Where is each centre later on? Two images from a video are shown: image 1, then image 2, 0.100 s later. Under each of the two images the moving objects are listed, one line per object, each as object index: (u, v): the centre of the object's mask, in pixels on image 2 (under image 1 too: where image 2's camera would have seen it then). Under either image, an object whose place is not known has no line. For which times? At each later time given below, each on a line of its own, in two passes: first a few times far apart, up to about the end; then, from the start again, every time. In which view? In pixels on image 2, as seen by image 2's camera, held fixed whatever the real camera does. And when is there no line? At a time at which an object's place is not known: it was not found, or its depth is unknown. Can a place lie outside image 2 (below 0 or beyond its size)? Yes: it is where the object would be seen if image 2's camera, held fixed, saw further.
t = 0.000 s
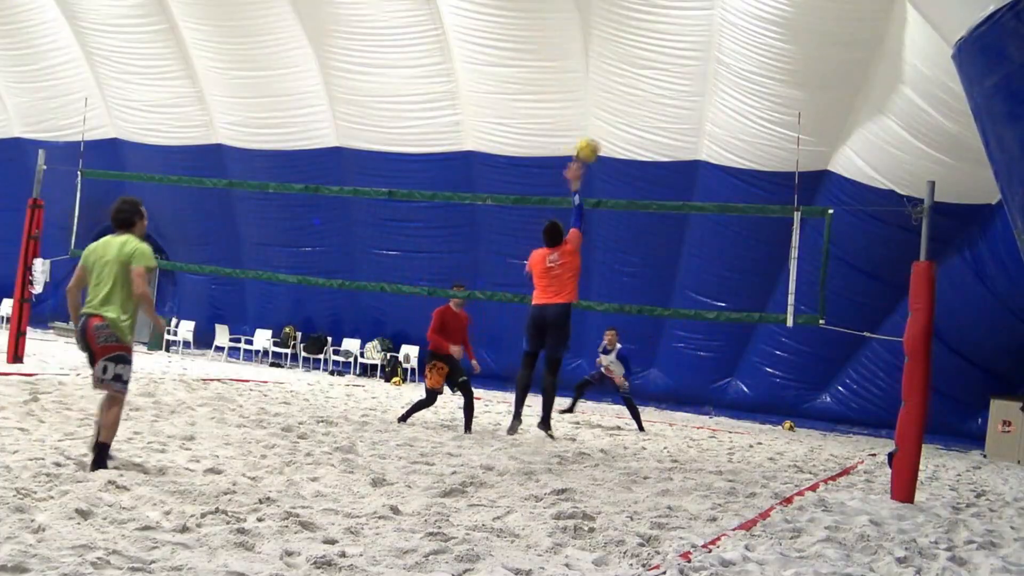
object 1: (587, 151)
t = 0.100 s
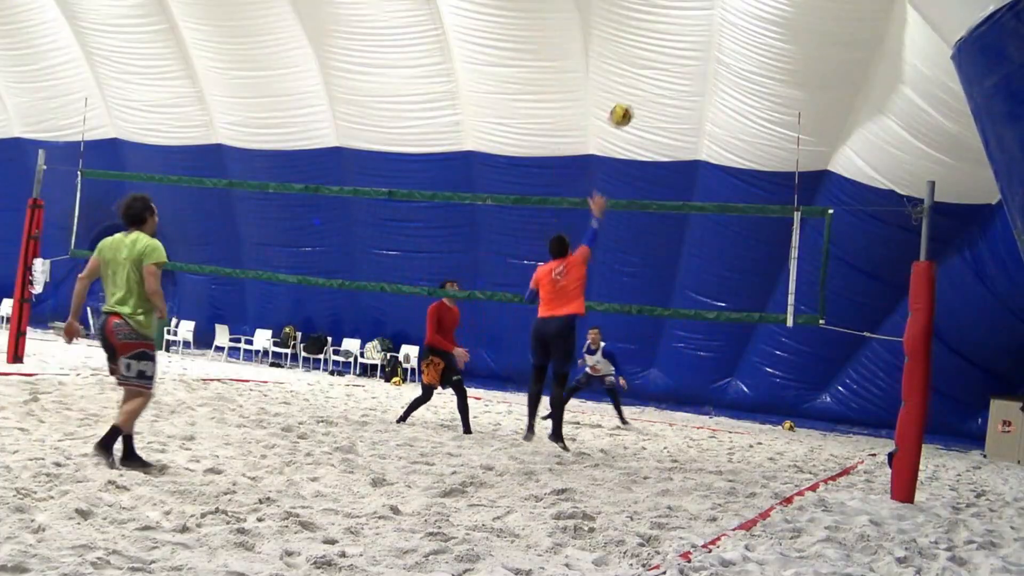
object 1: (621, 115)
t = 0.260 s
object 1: (667, 88)
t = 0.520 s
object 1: (722, 102)
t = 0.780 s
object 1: (762, 170)
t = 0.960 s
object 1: (781, 242)
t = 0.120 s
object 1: (627, 110)
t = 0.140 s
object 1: (633, 105)
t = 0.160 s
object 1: (639, 101)
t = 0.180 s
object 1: (645, 98)
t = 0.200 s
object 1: (651, 94)
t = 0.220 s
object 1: (656, 92)
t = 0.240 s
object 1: (661, 90)
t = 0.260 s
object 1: (667, 88)
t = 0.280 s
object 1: (671, 87)
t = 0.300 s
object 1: (676, 86)
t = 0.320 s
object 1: (681, 85)
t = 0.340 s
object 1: (685, 86)
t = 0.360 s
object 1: (690, 86)
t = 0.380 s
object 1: (695, 87)
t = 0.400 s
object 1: (699, 88)
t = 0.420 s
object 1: (703, 89)
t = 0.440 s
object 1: (707, 91)
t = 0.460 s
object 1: (711, 94)
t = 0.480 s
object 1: (715, 96)
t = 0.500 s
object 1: (718, 99)
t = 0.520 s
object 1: (722, 102)
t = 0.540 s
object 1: (726, 106)
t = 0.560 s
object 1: (729, 110)
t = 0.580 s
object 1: (732, 113)
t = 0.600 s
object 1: (736, 118)
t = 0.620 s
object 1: (739, 123)
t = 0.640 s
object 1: (742, 128)
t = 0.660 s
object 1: (745, 133)
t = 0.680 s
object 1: (748, 139)
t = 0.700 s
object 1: (751, 144)
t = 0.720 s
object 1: (754, 150)
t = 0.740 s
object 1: (756, 156)
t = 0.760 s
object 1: (760, 162)
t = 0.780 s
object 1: (762, 170)
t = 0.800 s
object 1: (764, 177)
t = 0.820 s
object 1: (766, 184)
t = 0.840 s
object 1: (769, 192)
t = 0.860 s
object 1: (771, 197)
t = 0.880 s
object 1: (774, 201)
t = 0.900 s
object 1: (776, 221)
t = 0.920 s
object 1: (777, 225)
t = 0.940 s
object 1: (779, 233)
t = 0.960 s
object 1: (781, 242)
